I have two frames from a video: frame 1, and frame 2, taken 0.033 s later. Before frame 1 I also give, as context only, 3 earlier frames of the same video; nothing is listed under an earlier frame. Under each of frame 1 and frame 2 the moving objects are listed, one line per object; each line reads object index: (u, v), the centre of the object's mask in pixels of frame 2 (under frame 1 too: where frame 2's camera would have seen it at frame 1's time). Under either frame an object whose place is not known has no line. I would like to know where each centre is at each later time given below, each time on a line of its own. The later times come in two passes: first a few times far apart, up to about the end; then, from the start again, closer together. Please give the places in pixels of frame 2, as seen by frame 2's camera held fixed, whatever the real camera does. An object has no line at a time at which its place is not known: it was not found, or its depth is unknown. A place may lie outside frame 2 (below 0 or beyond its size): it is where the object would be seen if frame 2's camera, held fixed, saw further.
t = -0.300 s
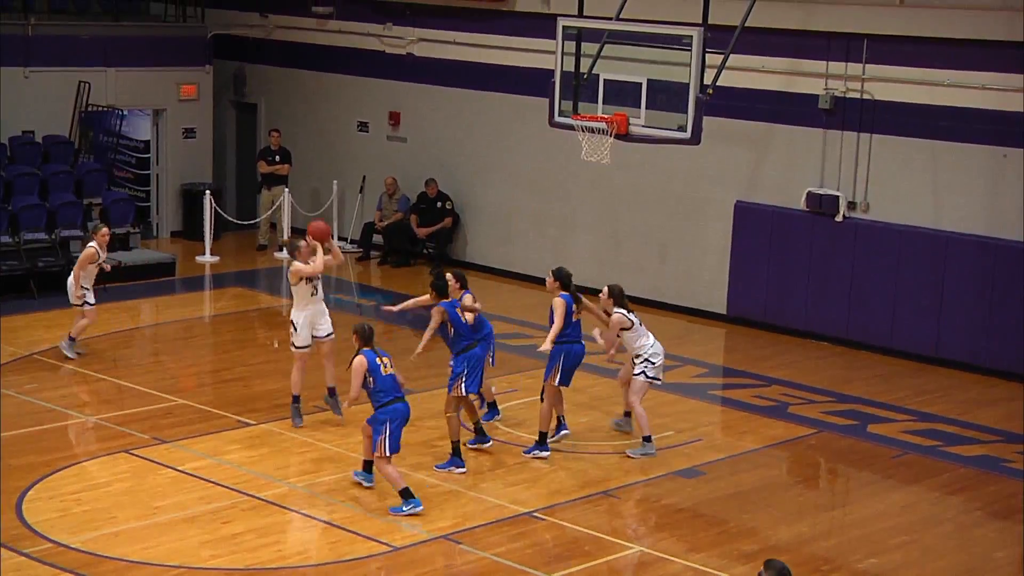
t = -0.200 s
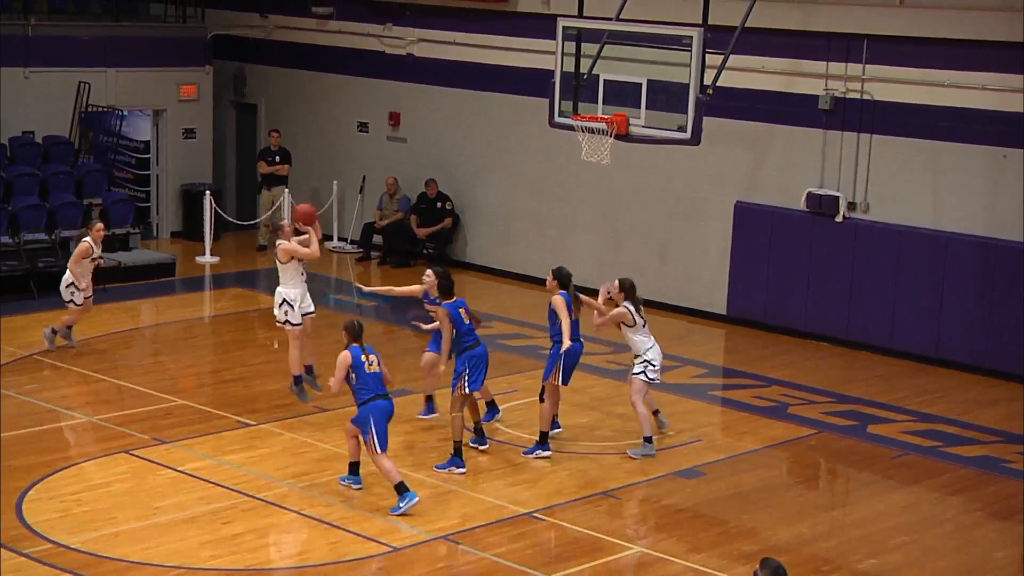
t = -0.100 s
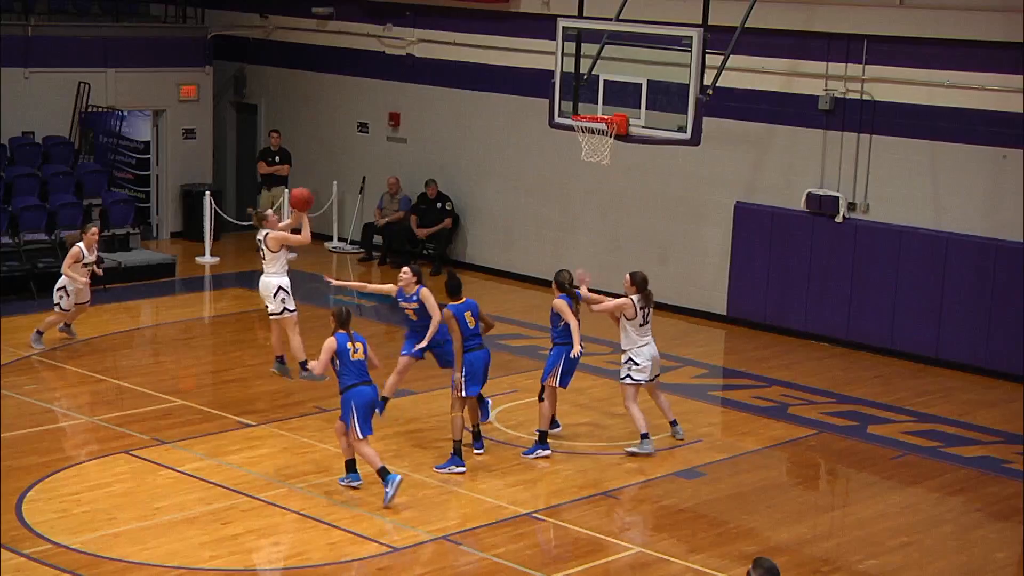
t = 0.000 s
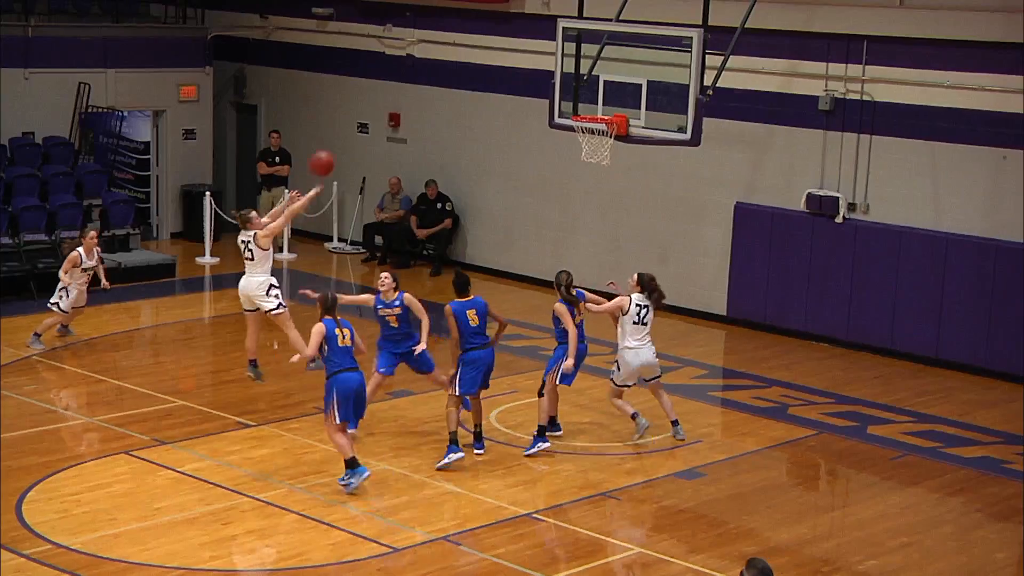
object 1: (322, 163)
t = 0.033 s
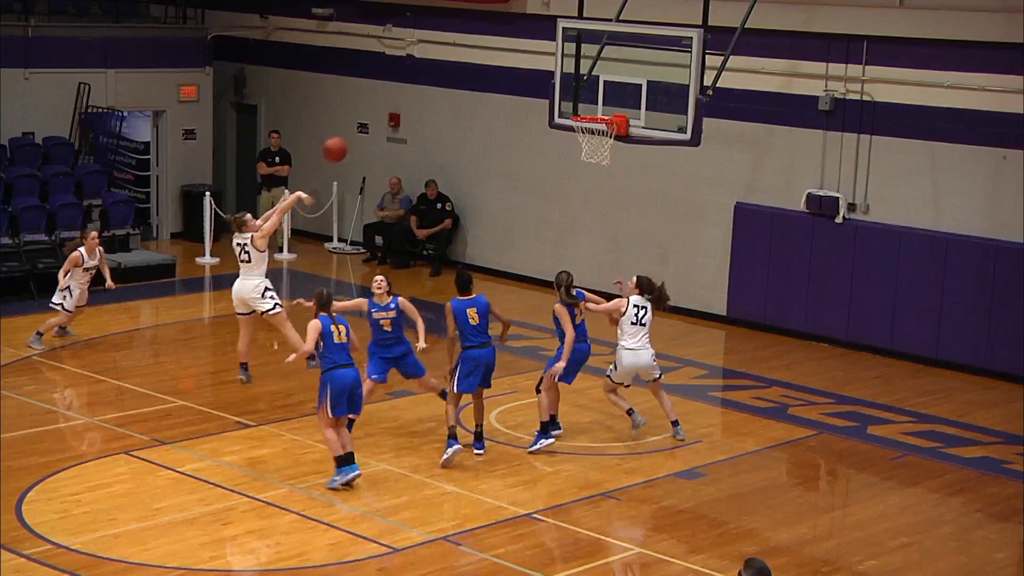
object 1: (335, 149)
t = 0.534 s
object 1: (522, 78)
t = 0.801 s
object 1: (590, 99)
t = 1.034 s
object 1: (614, 113)
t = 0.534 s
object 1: (522, 78)
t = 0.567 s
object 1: (534, 82)
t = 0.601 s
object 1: (545, 86)
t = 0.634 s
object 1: (557, 93)
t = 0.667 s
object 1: (569, 101)
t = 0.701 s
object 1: (579, 109)
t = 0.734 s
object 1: (583, 105)
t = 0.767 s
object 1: (586, 101)
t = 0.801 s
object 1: (590, 99)
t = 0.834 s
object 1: (594, 98)
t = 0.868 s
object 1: (597, 98)
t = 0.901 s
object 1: (601, 98)
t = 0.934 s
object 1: (605, 100)
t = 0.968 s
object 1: (608, 104)
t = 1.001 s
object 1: (611, 107)
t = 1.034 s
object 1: (614, 113)
